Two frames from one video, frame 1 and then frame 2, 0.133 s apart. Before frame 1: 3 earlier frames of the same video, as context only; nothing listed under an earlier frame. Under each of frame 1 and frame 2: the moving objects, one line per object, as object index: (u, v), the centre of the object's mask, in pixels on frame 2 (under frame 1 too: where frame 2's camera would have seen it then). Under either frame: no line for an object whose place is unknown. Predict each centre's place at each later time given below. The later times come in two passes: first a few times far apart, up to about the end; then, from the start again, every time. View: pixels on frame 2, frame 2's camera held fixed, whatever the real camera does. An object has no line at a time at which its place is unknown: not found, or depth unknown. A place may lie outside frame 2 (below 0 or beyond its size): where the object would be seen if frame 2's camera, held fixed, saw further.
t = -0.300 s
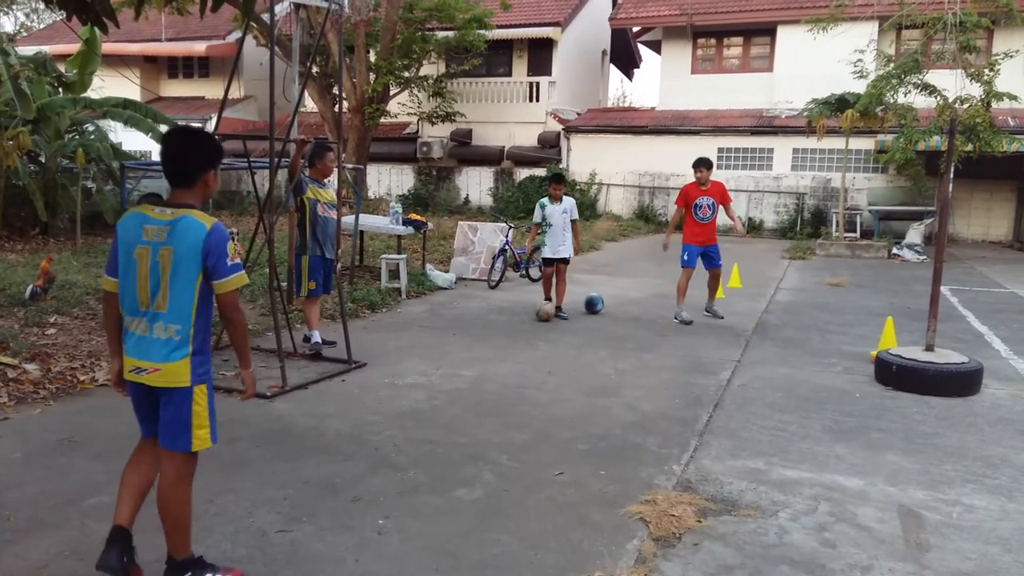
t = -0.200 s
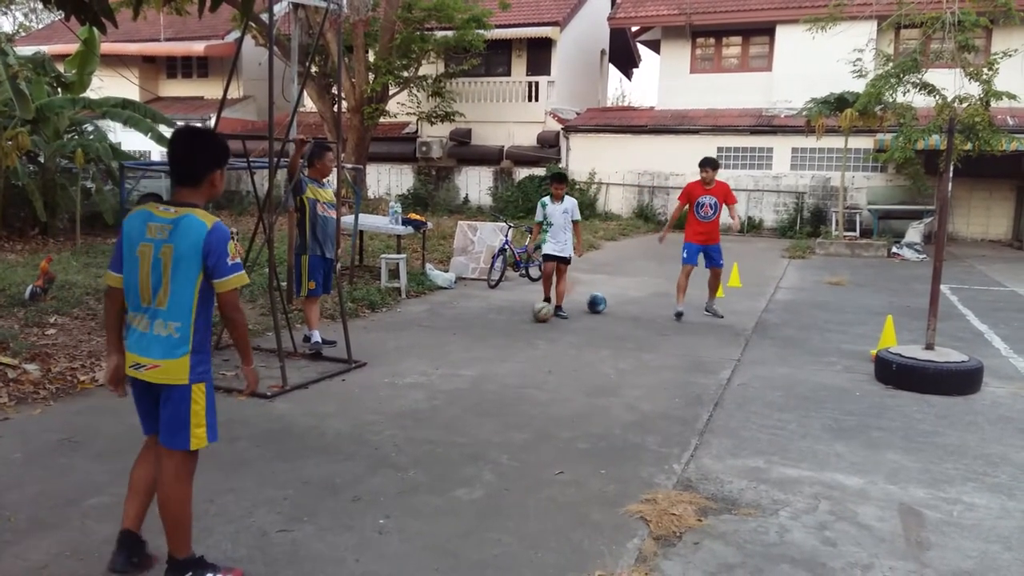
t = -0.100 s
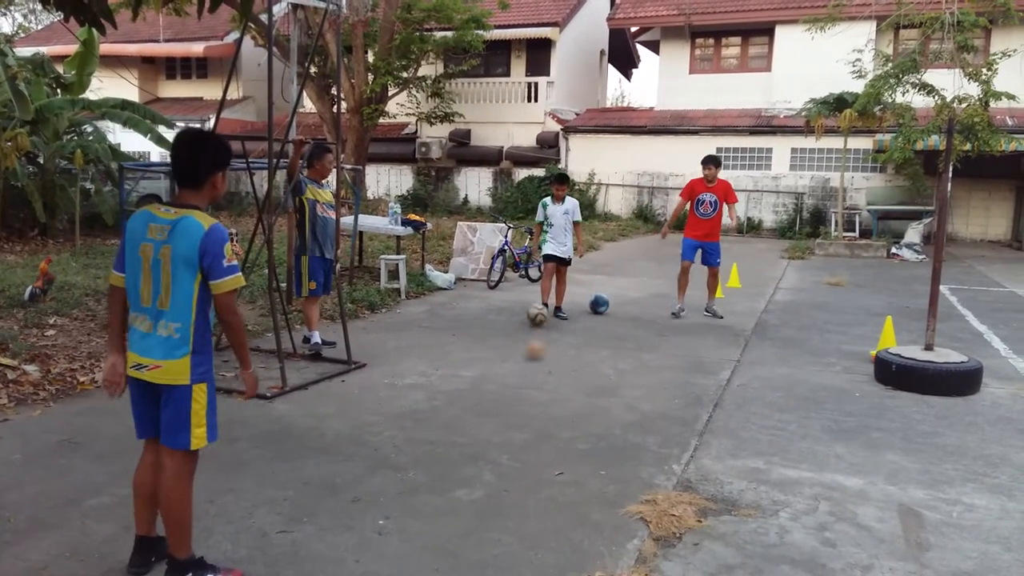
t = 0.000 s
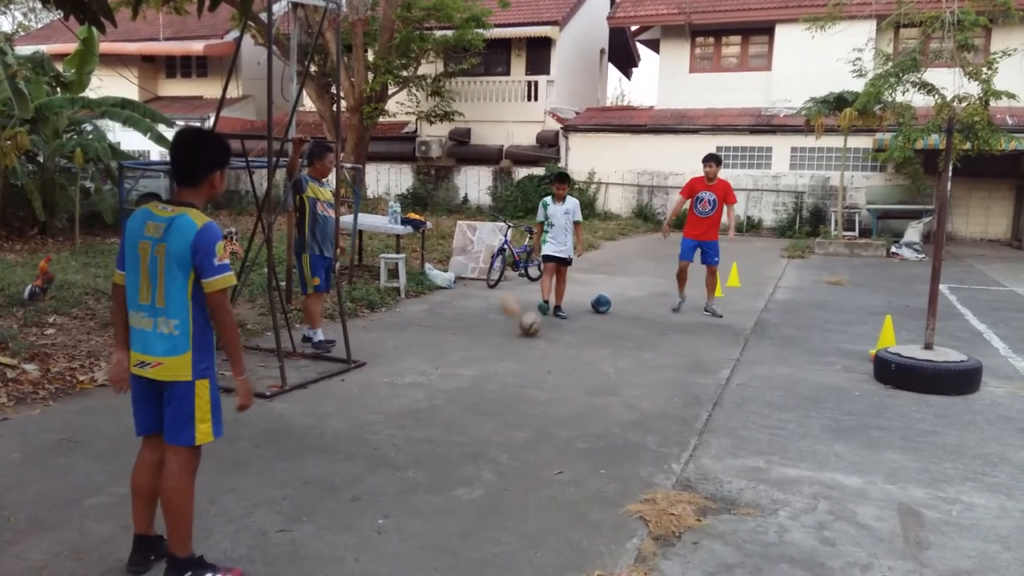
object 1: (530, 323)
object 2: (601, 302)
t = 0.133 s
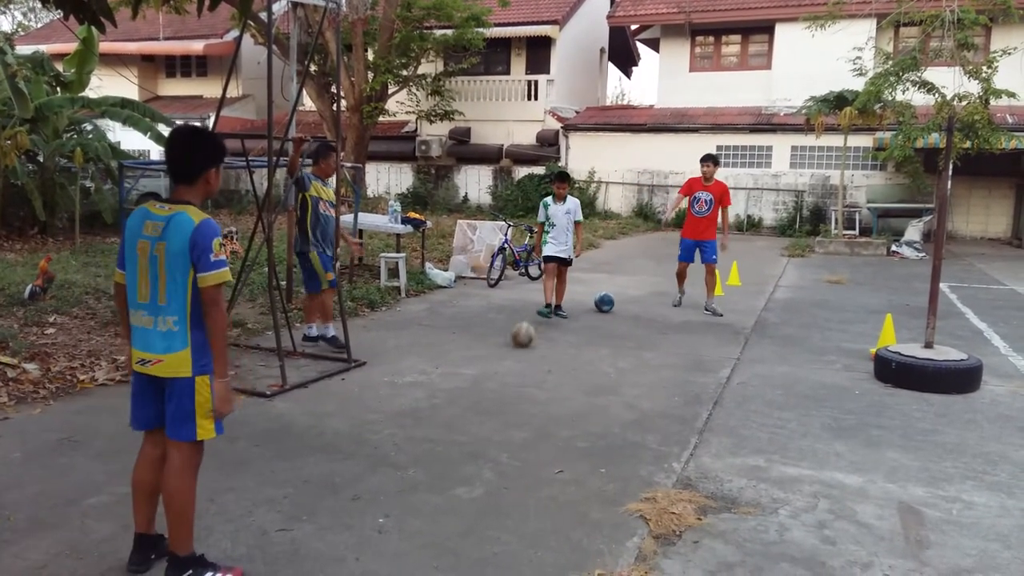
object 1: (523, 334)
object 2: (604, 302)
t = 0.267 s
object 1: (515, 344)
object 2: (607, 302)
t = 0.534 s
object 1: (499, 366)
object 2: (611, 302)
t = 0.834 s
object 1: (477, 398)
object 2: (614, 303)
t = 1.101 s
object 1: (449, 435)
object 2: (615, 303)
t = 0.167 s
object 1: (521, 336)
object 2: (605, 302)
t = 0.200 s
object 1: (518, 338)
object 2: (606, 302)
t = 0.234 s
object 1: (517, 342)
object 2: (606, 302)
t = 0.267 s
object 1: (515, 344)
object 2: (607, 302)
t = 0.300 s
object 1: (513, 347)
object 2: (608, 302)
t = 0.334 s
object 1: (511, 349)
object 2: (608, 302)
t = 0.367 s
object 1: (509, 352)
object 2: (609, 302)
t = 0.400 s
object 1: (507, 355)
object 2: (610, 302)
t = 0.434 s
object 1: (505, 357)
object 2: (610, 302)
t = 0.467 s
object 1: (504, 360)
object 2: (611, 302)
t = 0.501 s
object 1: (501, 362)
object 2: (611, 302)
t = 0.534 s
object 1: (499, 366)
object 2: (611, 302)
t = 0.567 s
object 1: (497, 369)
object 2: (612, 302)
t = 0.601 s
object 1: (495, 372)
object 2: (612, 302)
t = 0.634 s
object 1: (491, 375)
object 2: (613, 302)
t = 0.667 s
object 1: (489, 378)
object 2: (613, 302)
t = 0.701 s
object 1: (487, 382)
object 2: (613, 302)
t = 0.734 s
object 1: (484, 386)
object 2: (613, 302)
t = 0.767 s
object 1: (481, 390)
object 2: (614, 302)
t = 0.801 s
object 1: (479, 393)
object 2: (614, 302)
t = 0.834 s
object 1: (477, 398)
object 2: (614, 303)
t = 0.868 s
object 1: (473, 402)
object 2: (614, 302)
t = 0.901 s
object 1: (469, 406)
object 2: (615, 303)
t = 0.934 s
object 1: (467, 410)
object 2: (615, 302)
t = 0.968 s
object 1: (463, 415)
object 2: (615, 303)
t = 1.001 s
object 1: (460, 420)
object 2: (615, 303)
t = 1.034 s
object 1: (458, 425)
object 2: (615, 303)
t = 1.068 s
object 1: (454, 429)
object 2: (615, 303)
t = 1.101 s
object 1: (449, 435)
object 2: (615, 303)
